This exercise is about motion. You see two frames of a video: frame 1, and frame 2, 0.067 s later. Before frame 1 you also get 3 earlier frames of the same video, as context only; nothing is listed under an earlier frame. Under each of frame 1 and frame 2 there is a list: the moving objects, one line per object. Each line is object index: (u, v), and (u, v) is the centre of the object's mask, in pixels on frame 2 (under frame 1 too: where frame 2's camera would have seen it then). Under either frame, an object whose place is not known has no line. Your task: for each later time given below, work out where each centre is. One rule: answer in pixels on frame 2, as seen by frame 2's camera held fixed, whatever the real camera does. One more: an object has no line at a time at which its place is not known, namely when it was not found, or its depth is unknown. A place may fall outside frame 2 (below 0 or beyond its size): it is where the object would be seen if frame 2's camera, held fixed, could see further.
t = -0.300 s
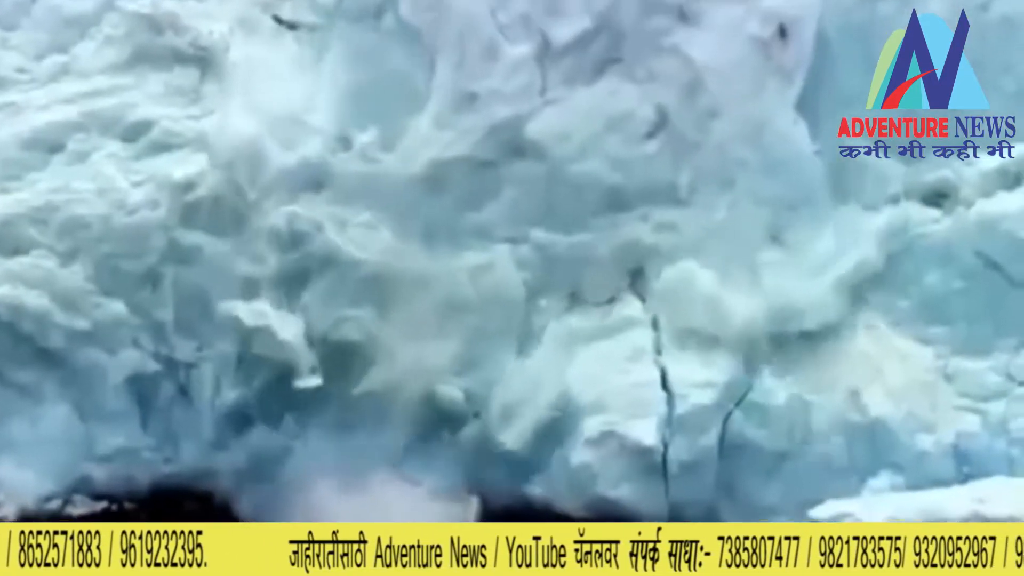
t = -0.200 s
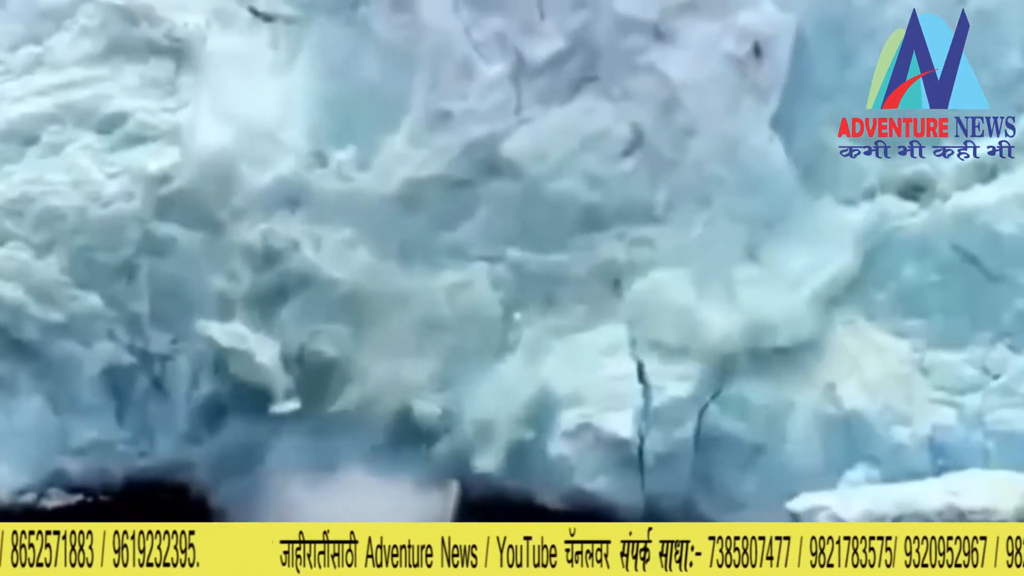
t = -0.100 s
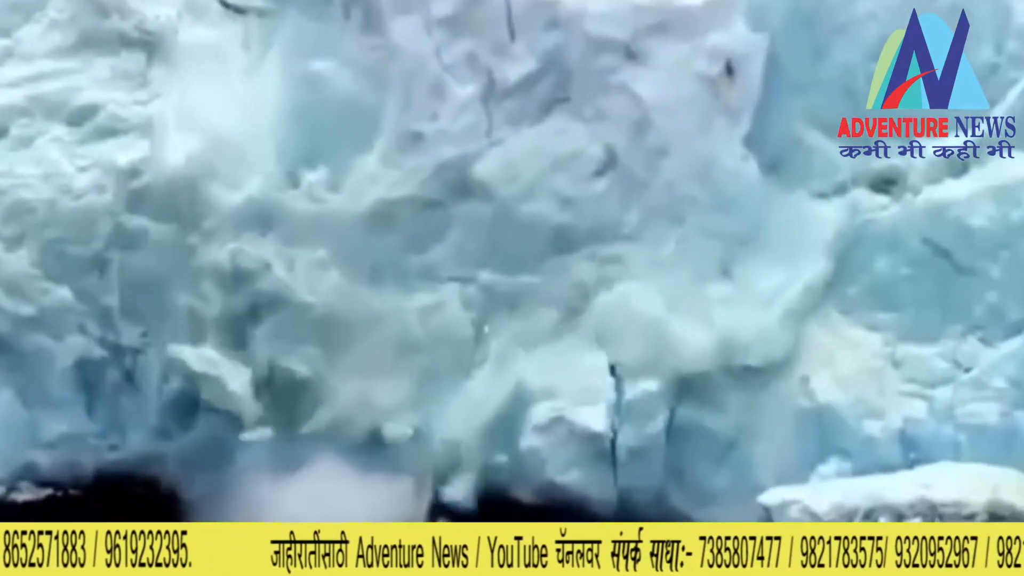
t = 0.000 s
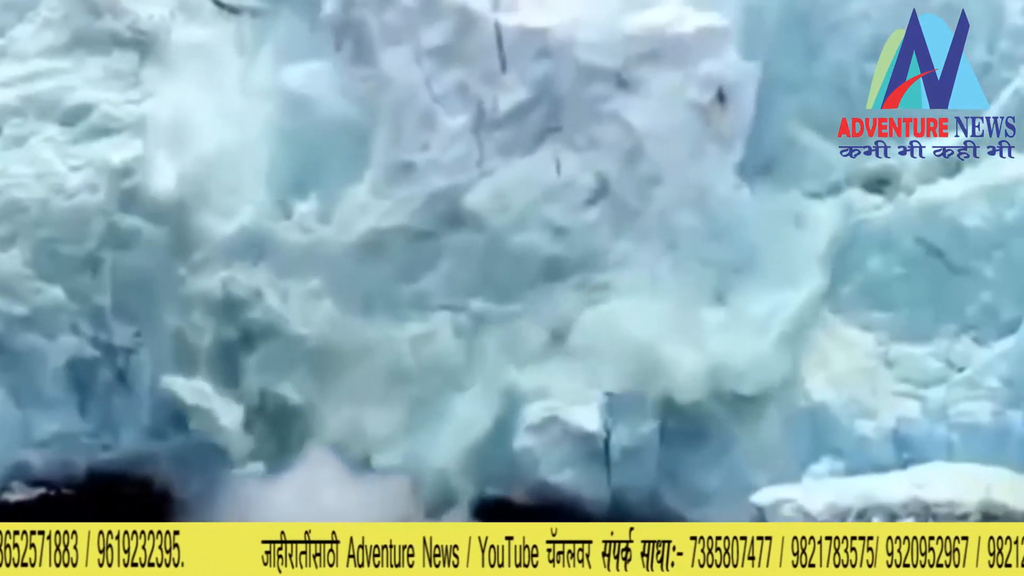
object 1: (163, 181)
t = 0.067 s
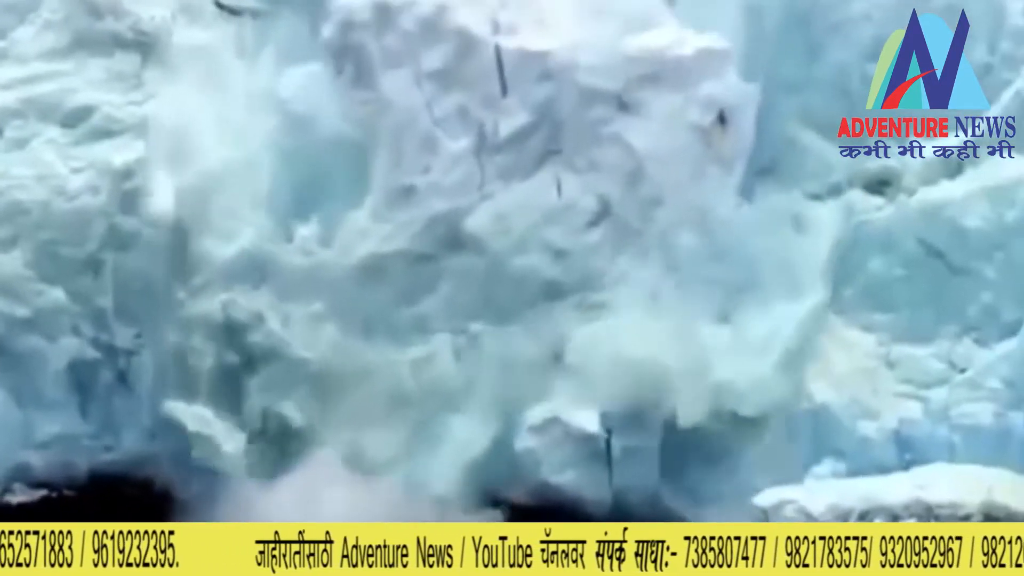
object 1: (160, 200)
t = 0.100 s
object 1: (160, 204)
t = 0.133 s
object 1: (158, 212)
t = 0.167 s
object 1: (155, 221)
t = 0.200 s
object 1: (154, 229)
